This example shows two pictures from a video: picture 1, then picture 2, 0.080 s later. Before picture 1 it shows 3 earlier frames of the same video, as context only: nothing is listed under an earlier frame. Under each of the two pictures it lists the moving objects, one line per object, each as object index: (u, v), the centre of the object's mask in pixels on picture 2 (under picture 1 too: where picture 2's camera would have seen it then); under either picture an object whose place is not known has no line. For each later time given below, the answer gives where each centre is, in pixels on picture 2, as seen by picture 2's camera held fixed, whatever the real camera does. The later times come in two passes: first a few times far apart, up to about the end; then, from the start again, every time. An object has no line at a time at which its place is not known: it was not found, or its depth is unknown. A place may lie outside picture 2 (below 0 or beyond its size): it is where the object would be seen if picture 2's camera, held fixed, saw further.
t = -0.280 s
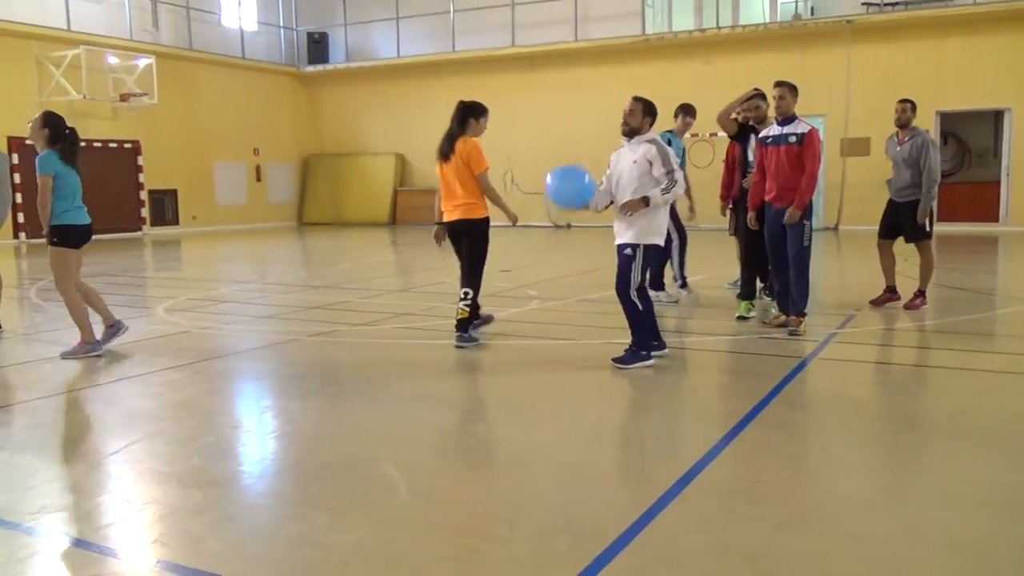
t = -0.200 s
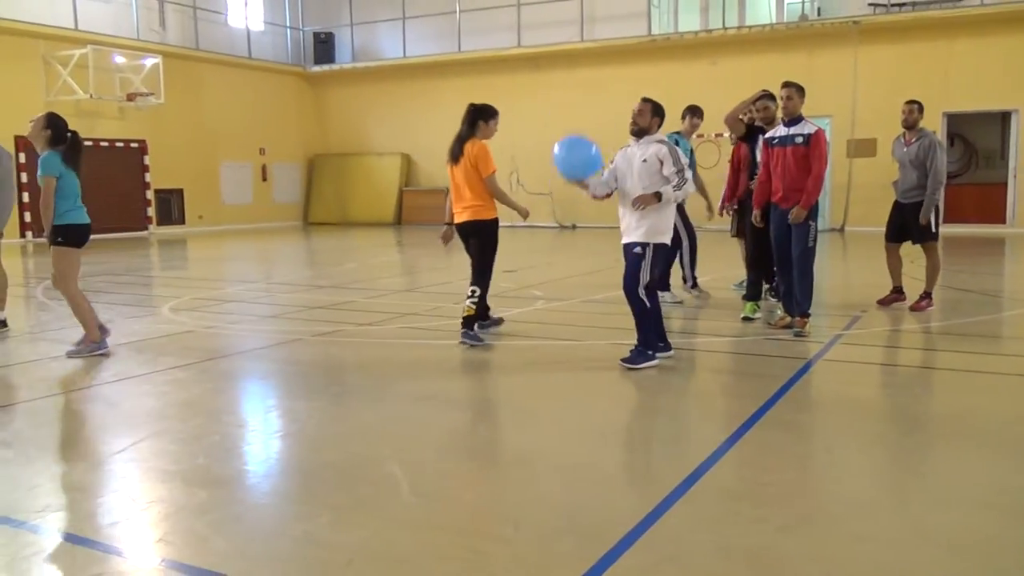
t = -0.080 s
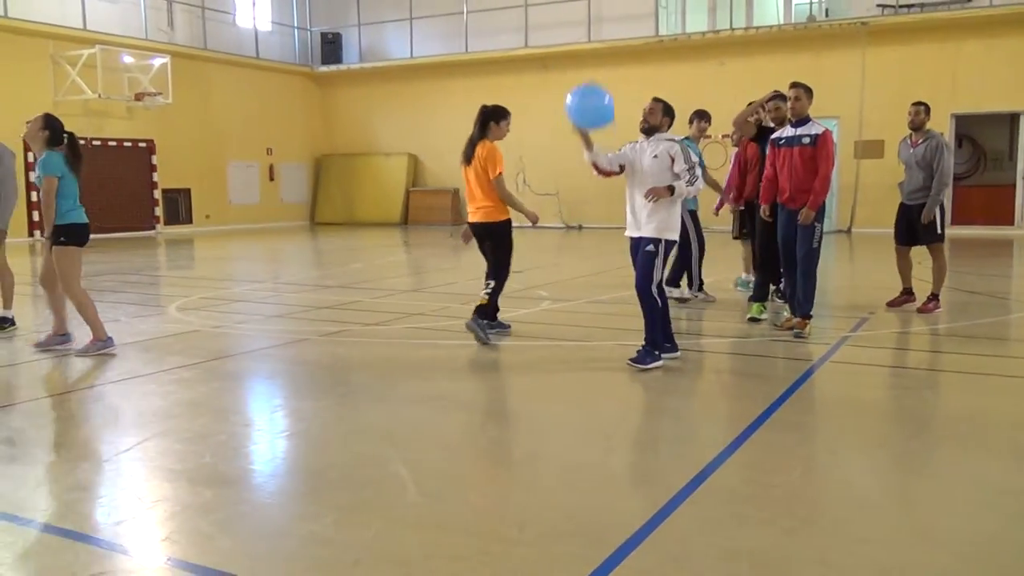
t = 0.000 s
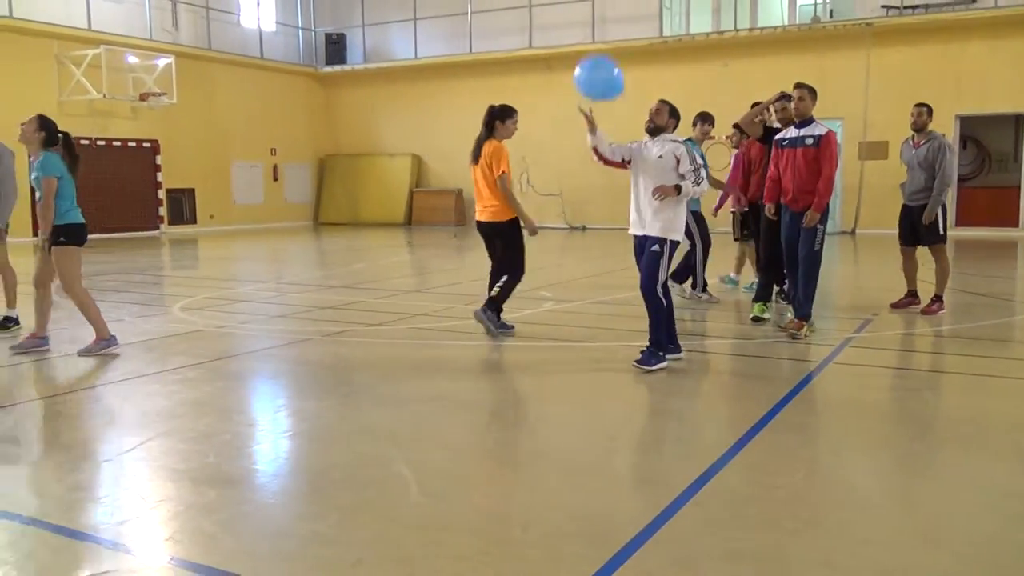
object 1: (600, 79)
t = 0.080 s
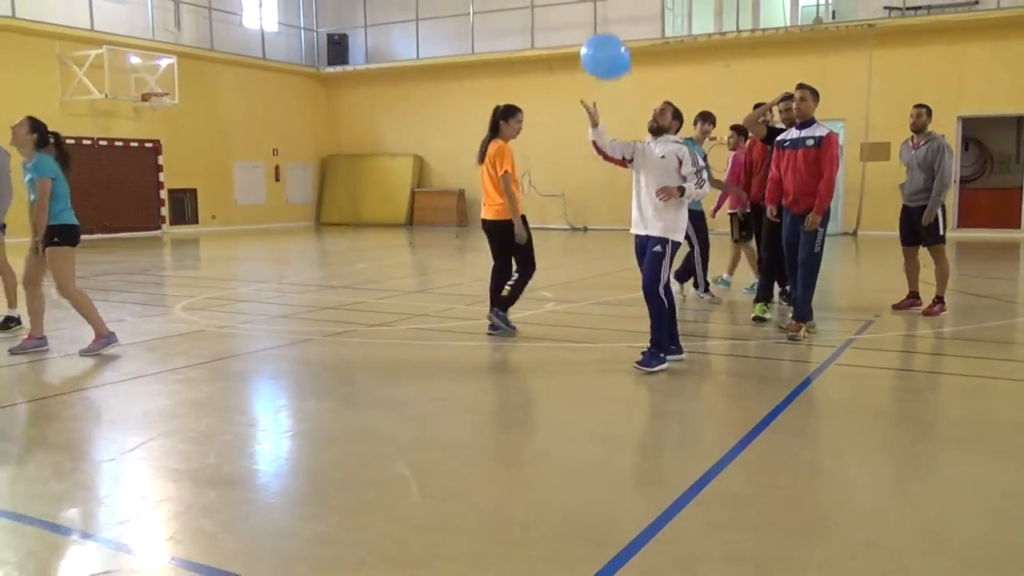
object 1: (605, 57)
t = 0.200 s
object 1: (610, 35)
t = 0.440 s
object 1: (616, 21)
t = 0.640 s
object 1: (623, 17)
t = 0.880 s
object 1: (631, 22)
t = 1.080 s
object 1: (637, 38)
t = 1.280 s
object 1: (642, 64)
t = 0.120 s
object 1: (607, 48)
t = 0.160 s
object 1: (609, 41)
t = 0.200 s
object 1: (610, 35)
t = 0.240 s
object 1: (611, 32)
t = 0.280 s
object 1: (612, 29)
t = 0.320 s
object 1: (613, 26)
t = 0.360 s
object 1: (614, 24)
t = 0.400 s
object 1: (615, 22)
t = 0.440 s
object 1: (616, 21)
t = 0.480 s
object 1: (617, 19)
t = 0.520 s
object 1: (619, 18)
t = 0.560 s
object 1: (620, 18)
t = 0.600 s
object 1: (622, 17)
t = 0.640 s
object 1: (623, 17)
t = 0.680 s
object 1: (624, 17)
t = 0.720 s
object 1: (626, 17)
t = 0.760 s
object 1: (627, 17)
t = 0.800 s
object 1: (629, 18)
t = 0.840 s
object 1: (630, 19)
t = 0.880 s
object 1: (631, 22)
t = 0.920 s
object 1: (632, 24)
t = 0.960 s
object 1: (634, 27)
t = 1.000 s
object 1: (635, 30)
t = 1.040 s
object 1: (636, 34)
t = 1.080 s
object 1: (637, 38)
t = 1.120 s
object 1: (638, 42)
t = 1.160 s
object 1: (639, 47)
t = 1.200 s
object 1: (640, 52)
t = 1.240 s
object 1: (641, 58)
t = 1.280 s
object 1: (642, 64)
